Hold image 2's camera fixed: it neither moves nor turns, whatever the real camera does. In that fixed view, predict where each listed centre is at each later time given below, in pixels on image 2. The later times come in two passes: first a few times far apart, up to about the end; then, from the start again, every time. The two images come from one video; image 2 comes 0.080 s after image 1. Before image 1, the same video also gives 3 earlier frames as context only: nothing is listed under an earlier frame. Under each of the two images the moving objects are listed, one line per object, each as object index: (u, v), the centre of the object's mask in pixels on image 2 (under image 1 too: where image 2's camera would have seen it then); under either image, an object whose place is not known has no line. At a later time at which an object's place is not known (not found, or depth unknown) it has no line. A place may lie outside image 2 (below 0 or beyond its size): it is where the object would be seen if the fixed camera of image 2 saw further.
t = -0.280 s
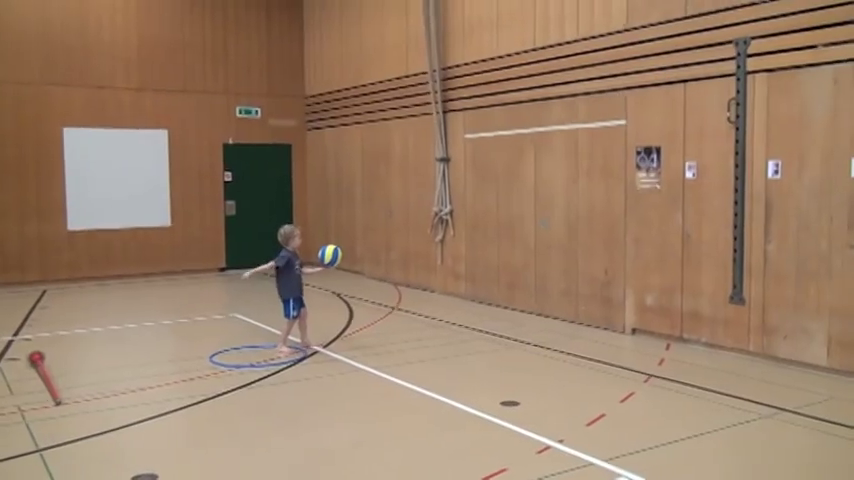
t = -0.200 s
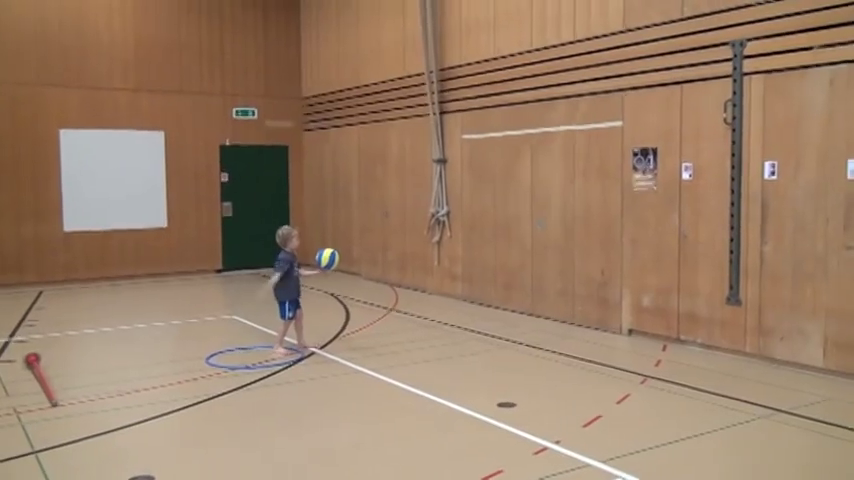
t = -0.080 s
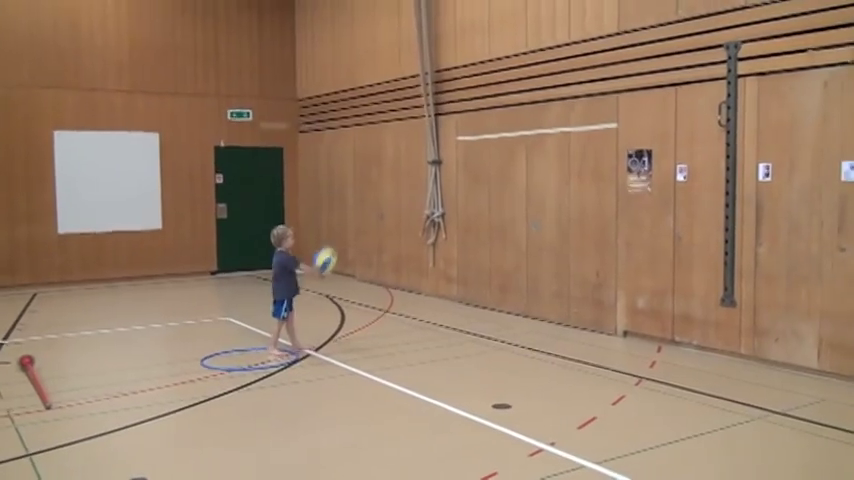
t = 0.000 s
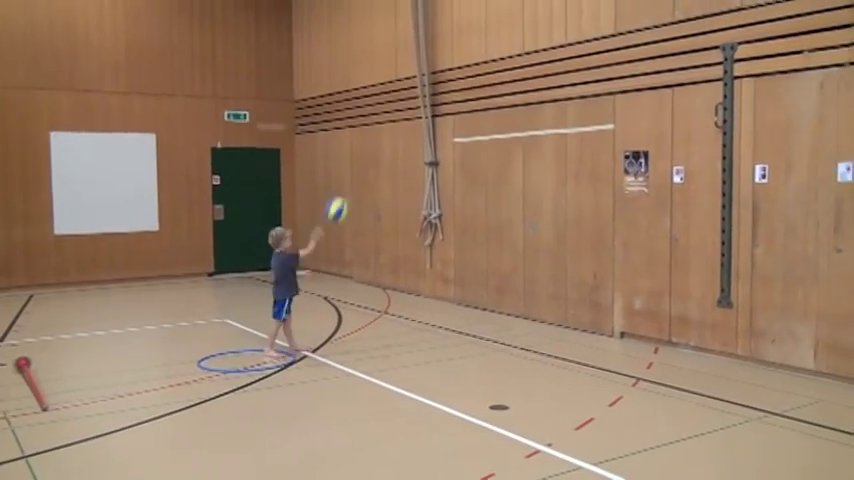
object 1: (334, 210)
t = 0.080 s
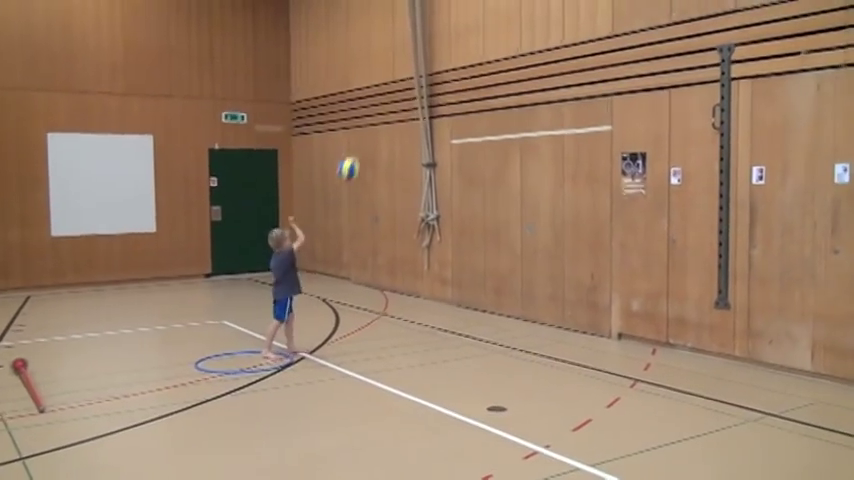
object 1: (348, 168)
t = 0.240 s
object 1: (375, 113)
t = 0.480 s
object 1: (411, 82)
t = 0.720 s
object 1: (440, 102)
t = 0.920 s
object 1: (451, 147)
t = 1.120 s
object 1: (418, 204)
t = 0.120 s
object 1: (355, 150)
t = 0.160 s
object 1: (362, 135)
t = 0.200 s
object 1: (368, 123)
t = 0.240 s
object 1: (375, 113)
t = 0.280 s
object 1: (381, 103)
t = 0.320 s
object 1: (387, 96)
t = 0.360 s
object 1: (394, 90)
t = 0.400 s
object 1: (399, 86)
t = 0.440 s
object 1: (405, 83)
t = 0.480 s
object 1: (411, 82)
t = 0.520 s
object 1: (416, 83)
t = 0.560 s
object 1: (420, 84)
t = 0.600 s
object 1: (425, 86)
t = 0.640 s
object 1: (431, 90)
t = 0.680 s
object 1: (435, 96)
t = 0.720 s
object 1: (440, 102)
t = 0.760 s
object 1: (445, 111)
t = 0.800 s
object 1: (449, 119)
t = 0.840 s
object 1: (454, 129)
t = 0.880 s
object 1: (458, 140)
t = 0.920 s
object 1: (451, 147)
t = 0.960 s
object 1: (445, 157)
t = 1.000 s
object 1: (439, 167)
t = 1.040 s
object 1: (432, 178)
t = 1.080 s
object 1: (425, 190)
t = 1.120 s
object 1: (418, 204)
